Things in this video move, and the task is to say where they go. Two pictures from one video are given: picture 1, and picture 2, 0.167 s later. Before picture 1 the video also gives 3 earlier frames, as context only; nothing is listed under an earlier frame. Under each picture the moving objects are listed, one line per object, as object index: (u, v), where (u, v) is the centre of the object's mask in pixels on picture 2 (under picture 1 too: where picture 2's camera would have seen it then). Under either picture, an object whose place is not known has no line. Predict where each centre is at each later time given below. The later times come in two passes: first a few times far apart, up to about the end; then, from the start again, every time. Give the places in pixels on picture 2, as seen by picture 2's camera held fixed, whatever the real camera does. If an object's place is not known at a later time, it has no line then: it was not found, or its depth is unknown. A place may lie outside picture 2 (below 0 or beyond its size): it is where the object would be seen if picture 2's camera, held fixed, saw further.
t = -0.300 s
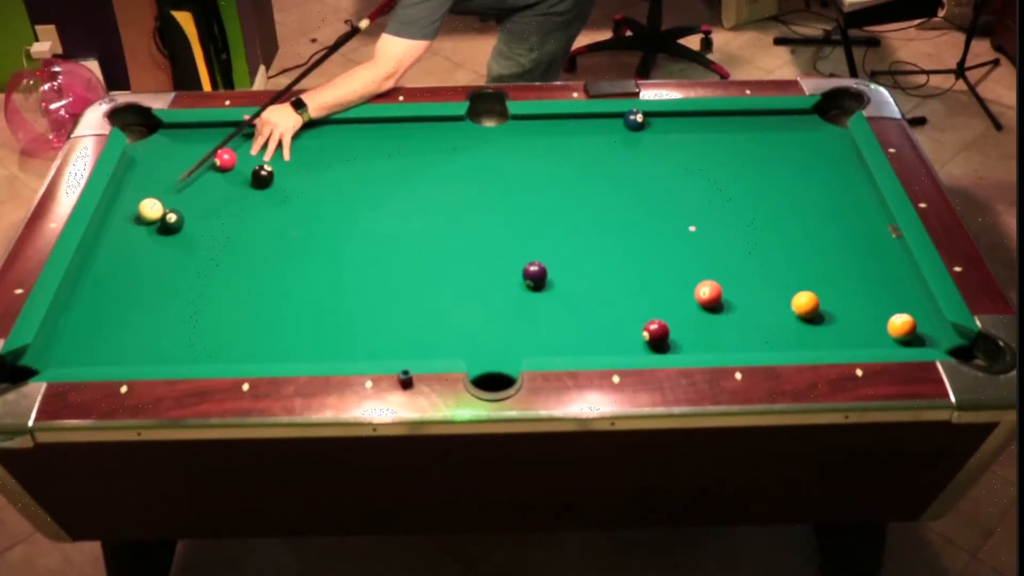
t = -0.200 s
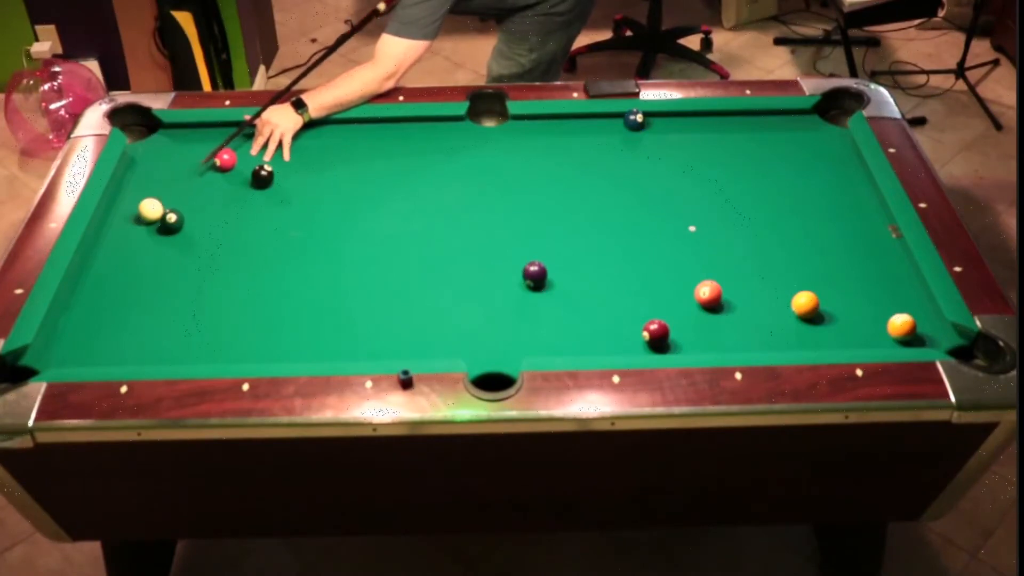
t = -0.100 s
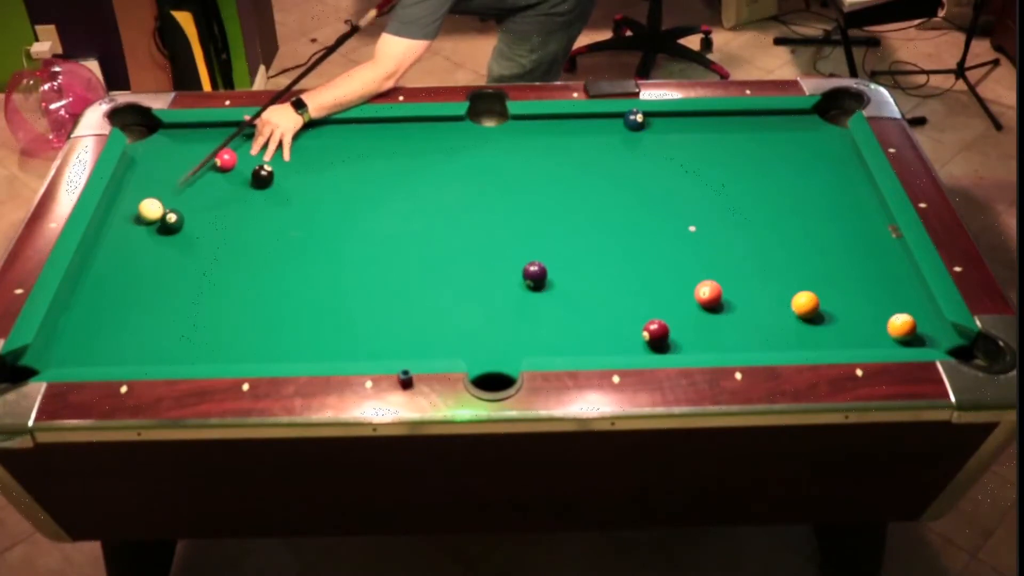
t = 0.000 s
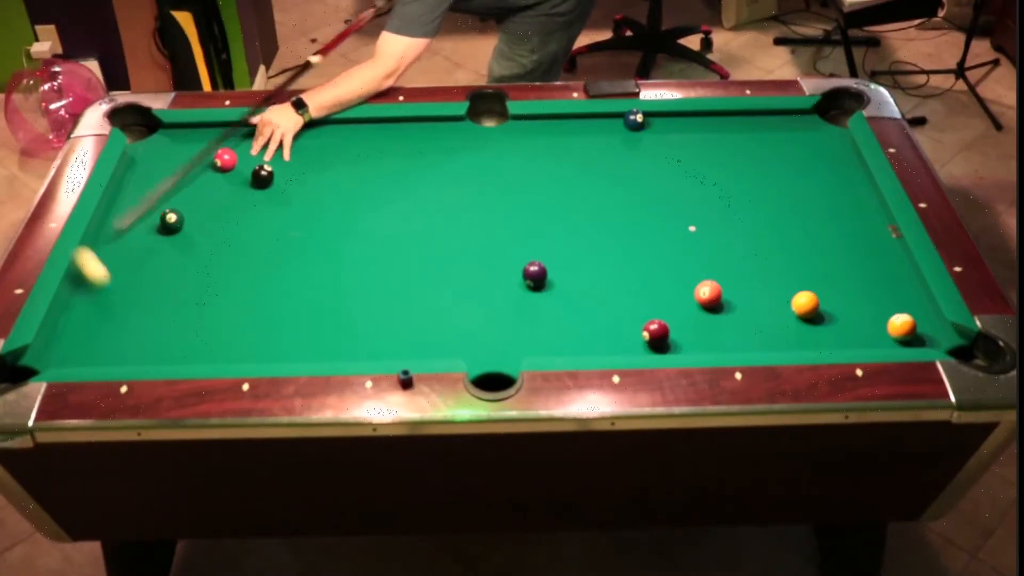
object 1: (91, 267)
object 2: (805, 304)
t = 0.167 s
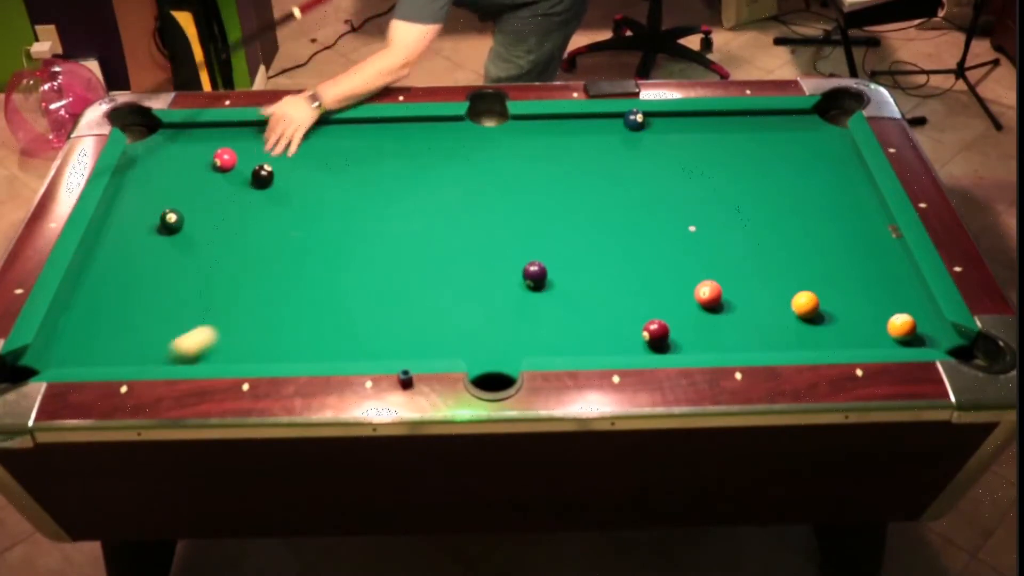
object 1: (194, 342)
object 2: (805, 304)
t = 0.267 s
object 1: (272, 299)
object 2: (805, 304)
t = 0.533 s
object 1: (433, 204)
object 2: (805, 304)
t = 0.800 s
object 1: (562, 129)
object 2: (805, 304)
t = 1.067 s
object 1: (642, 146)
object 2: (805, 304)
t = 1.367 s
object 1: (728, 179)
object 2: (805, 304)
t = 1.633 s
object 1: (808, 210)
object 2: (805, 304)
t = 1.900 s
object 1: (891, 242)
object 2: (805, 304)
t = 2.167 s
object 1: (866, 264)
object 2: (805, 304)
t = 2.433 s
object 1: (837, 284)
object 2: (805, 304)
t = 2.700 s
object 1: (821, 296)
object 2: (795, 311)
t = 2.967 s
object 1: (816, 300)
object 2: (777, 324)
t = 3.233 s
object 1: (812, 302)
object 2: (761, 334)
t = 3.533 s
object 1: (811, 303)
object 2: (745, 342)
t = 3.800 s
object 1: (810, 304)
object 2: (734, 339)
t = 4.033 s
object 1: (810, 304)
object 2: (727, 337)
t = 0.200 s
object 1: (222, 328)
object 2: (805, 304)
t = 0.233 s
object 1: (248, 313)
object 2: (805, 304)
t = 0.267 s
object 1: (272, 299)
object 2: (805, 304)
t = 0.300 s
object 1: (294, 286)
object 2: (805, 304)
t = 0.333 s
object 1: (316, 273)
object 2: (805, 304)
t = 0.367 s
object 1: (336, 261)
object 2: (805, 304)
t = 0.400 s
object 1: (357, 249)
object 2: (805, 304)
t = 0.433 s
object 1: (377, 237)
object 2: (805, 304)
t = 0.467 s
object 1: (396, 226)
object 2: (805, 304)
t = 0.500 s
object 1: (414, 215)
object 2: (805, 304)
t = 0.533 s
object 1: (433, 204)
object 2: (805, 304)
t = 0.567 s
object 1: (450, 194)
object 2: (805, 304)
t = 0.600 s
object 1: (468, 184)
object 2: (805, 304)
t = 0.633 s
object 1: (484, 174)
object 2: (805, 304)
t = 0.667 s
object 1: (501, 165)
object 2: (805, 304)
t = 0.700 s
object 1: (517, 156)
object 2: (805, 304)
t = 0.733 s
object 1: (532, 147)
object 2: (805, 304)
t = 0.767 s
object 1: (547, 138)
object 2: (805, 304)
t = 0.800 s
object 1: (562, 129)
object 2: (805, 304)
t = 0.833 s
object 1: (577, 121)
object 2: (805, 304)
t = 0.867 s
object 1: (587, 120)
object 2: (805, 304)
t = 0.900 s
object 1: (596, 126)
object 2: (805, 304)
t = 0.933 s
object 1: (605, 131)
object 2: (805, 304)
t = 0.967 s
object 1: (614, 135)
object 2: (805, 304)
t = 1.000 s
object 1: (624, 139)
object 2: (805, 304)
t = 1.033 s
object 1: (633, 142)
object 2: (805, 304)
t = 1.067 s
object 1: (642, 146)
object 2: (805, 304)
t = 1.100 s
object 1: (652, 150)
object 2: (805, 304)
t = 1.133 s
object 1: (661, 153)
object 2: (805, 304)
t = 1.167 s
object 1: (670, 157)
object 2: (805, 304)
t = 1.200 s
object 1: (680, 160)
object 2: (805, 304)
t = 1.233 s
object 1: (689, 164)
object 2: (805, 304)
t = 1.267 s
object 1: (699, 168)
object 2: (805, 304)
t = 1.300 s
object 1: (709, 172)
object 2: (805, 304)
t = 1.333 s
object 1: (718, 176)
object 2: (805, 304)
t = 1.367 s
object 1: (728, 179)
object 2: (805, 304)
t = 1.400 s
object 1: (738, 183)
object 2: (805, 304)
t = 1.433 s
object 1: (748, 187)
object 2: (805, 304)
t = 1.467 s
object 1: (758, 191)
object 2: (805, 304)
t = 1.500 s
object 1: (768, 194)
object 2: (805, 304)
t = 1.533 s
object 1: (778, 198)
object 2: (805, 304)
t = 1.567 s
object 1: (788, 202)
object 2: (805, 304)
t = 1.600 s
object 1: (798, 206)
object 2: (805, 304)
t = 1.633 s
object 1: (808, 210)
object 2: (805, 304)
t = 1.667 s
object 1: (818, 214)
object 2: (805, 304)
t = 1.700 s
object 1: (828, 218)
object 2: (805, 304)
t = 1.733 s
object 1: (839, 222)
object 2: (805, 304)
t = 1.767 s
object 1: (849, 226)
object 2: (805, 304)
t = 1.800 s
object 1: (859, 230)
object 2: (805, 304)
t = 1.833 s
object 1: (870, 234)
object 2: (805, 304)
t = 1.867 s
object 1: (880, 238)
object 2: (805, 304)
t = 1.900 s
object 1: (891, 242)
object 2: (805, 304)
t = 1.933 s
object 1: (893, 246)
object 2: (805, 304)
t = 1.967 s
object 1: (889, 248)
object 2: (805, 304)
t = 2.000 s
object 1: (885, 251)
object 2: (805, 304)
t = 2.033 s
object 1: (881, 253)
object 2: (805, 304)
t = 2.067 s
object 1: (877, 256)
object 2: (805, 304)
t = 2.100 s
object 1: (874, 259)
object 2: (805, 304)
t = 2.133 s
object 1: (870, 261)
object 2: (805, 304)
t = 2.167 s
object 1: (866, 264)
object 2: (805, 304)
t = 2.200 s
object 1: (863, 266)
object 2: (805, 304)
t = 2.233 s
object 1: (859, 269)
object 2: (805, 304)
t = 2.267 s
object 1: (855, 271)
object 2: (805, 304)
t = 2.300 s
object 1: (852, 274)
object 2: (805, 304)
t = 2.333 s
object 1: (848, 276)
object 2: (805, 304)
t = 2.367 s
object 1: (845, 279)
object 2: (805, 304)
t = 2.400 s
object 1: (841, 281)
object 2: (805, 304)
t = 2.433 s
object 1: (837, 284)
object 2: (805, 304)
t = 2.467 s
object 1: (834, 286)
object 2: (805, 304)
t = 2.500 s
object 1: (830, 289)
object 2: (805, 304)
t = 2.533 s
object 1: (827, 291)
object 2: (805, 304)
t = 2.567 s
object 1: (824, 292)
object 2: (804, 305)
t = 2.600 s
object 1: (823, 294)
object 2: (801, 307)
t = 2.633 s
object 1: (822, 295)
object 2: (799, 308)
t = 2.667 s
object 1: (821, 295)
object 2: (797, 310)
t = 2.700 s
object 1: (821, 296)
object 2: (795, 311)
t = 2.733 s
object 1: (820, 297)
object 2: (792, 313)
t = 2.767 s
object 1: (820, 297)
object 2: (790, 314)
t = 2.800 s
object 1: (819, 298)
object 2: (788, 316)
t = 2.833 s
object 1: (818, 298)
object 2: (786, 318)
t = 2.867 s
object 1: (818, 299)
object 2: (783, 319)
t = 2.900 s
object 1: (817, 299)
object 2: (781, 320)
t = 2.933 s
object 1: (817, 300)
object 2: (779, 322)
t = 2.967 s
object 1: (816, 300)
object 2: (777, 324)
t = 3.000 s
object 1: (815, 300)
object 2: (775, 325)
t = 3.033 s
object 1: (815, 301)
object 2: (773, 326)
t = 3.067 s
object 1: (814, 301)
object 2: (771, 327)
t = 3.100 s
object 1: (814, 301)
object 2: (769, 329)
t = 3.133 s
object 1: (813, 302)
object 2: (767, 330)
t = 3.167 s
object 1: (813, 302)
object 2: (765, 332)
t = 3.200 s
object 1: (812, 302)
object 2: (763, 333)
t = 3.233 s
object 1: (812, 302)
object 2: (761, 334)
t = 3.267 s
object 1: (812, 302)
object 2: (759, 336)
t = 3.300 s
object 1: (811, 302)
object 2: (757, 337)
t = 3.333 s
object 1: (811, 302)
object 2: (756, 338)
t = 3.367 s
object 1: (811, 302)
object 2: (754, 339)
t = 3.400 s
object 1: (811, 303)
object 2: (752, 340)
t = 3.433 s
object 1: (811, 303)
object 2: (750, 340)
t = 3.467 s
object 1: (811, 303)
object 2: (748, 341)
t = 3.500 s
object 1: (810, 303)
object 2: (746, 342)
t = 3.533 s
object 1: (811, 303)
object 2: (745, 342)
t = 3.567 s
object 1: (810, 303)
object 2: (743, 342)
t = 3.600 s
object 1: (811, 304)
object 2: (742, 341)
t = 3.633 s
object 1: (810, 304)
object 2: (740, 341)
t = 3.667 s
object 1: (810, 304)
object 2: (739, 341)
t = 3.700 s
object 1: (810, 304)
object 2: (738, 340)
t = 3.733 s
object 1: (810, 304)
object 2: (736, 340)
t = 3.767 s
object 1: (810, 304)
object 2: (735, 340)
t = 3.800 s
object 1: (810, 304)
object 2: (734, 339)
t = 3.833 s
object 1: (810, 304)
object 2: (733, 339)
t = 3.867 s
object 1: (810, 304)
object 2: (732, 339)
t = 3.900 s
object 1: (810, 304)
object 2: (731, 338)
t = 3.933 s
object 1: (810, 304)
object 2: (730, 339)
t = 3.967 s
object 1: (810, 304)
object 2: (729, 339)
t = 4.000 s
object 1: (810, 304)
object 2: (728, 337)
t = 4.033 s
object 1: (810, 304)
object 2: (727, 337)
